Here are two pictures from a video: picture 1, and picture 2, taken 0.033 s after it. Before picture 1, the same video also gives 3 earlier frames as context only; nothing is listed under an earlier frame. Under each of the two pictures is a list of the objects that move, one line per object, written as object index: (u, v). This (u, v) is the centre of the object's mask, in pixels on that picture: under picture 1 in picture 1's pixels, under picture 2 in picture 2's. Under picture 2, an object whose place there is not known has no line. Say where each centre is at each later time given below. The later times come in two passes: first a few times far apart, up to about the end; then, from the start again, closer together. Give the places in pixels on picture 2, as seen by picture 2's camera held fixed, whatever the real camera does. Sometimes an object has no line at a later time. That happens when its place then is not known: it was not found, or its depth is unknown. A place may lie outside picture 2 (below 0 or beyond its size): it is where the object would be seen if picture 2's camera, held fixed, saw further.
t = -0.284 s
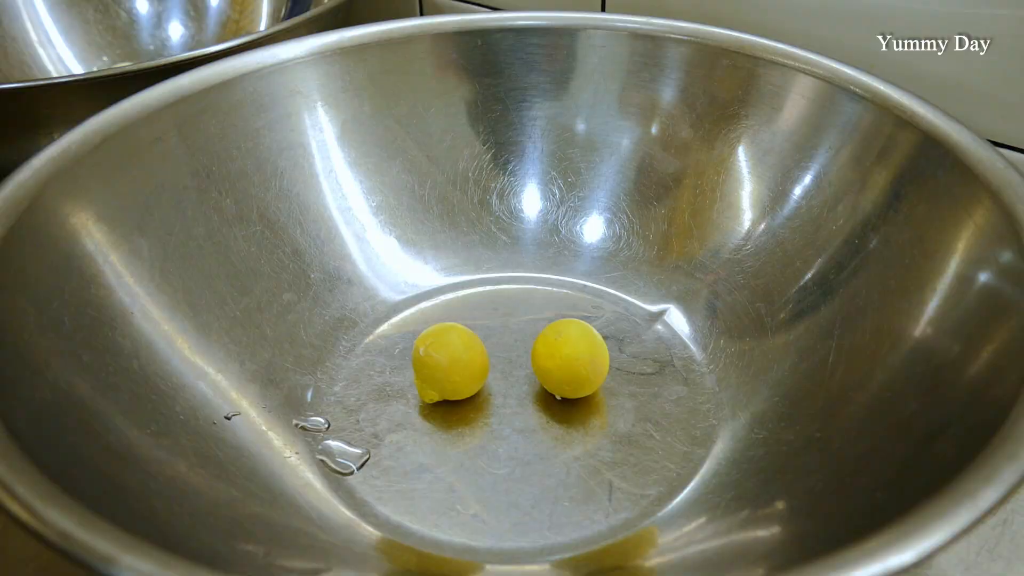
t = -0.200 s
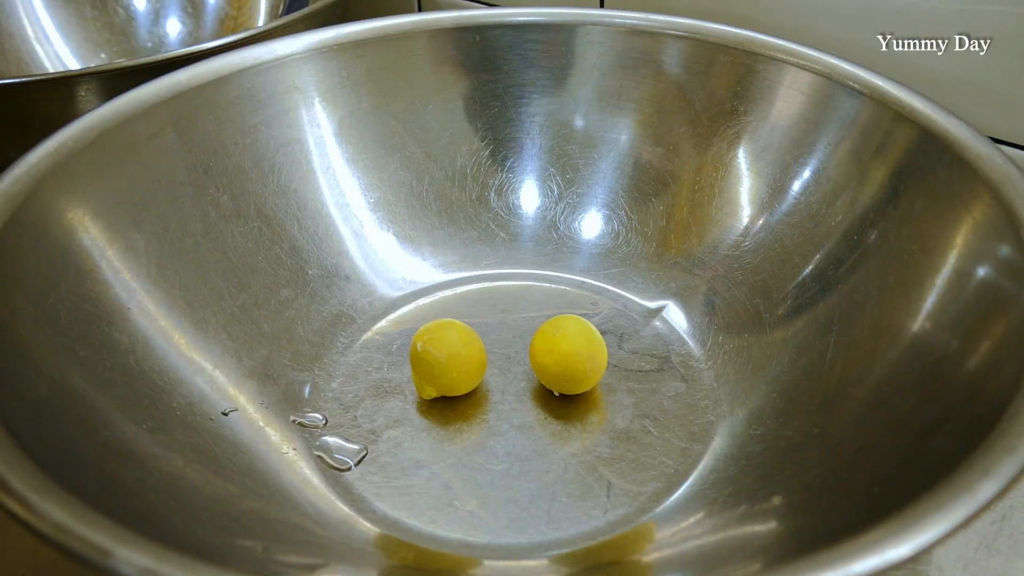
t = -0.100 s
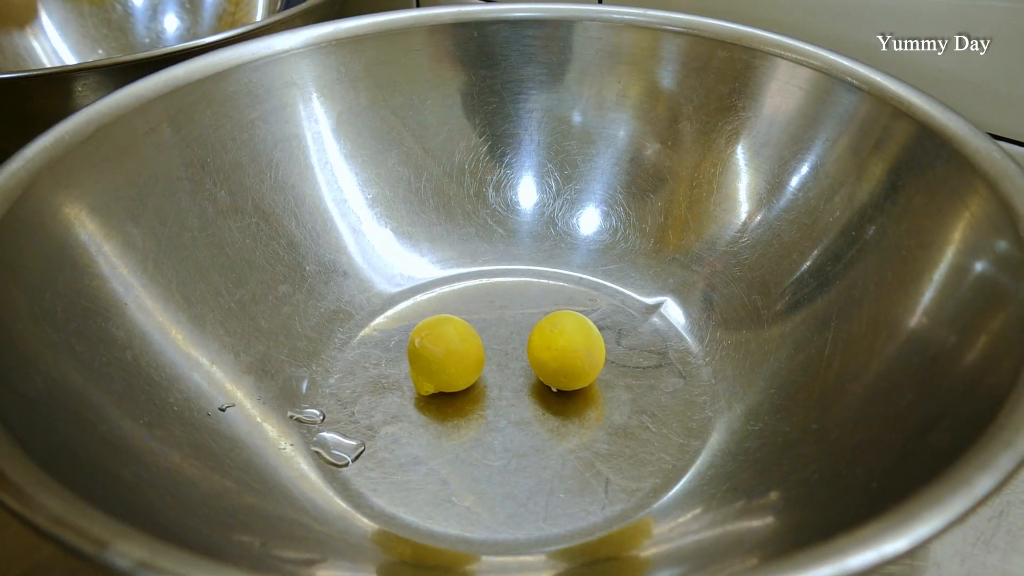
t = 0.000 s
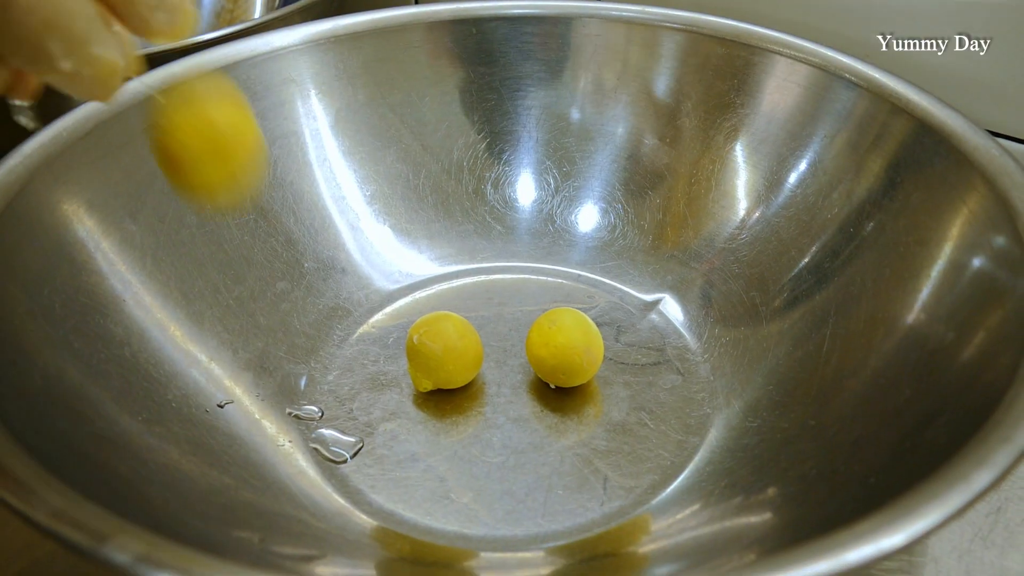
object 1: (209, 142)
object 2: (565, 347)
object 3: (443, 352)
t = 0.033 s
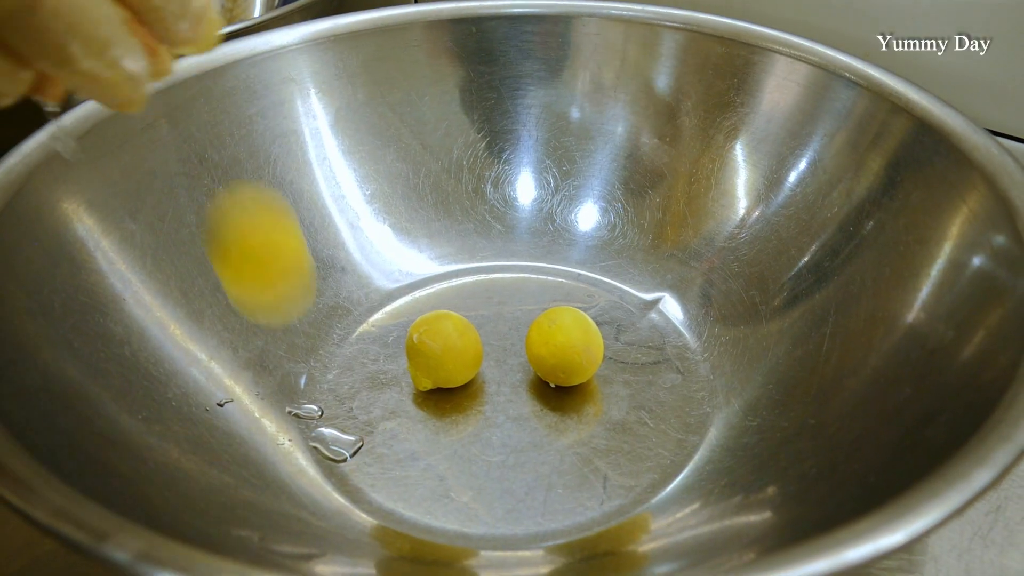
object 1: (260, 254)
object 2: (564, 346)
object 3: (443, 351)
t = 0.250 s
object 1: (518, 347)
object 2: (578, 345)
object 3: (447, 347)
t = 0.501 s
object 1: (479, 521)
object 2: (587, 339)
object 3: (444, 351)
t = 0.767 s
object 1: (452, 404)
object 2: (583, 325)
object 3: (444, 340)
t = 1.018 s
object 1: (432, 402)
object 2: (600, 321)
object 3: (445, 340)
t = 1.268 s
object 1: (432, 399)
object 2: (598, 321)
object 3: (444, 338)
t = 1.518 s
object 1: (432, 399)
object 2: (598, 321)
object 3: (444, 338)
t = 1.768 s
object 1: (432, 399)
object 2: (598, 320)
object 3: (444, 338)
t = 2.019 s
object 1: (432, 399)
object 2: (598, 320)
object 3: (444, 338)
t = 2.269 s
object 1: (432, 399)
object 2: (598, 321)
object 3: (444, 338)
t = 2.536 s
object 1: (432, 399)
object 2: (598, 321)
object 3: (444, 338)
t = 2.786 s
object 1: (432, 399)
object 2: (598, 321)
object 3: (444, 338)
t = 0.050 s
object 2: (564, 346)
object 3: (443, 351)
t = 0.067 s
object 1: (308, 364)
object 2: (564, 346)
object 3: (443, 351)
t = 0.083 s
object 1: (331, 364)
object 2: (564, 346)
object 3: (443, 351)
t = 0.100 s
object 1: (356, 343)
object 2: (565, 346)
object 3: (443, 351)
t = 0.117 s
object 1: (380, 331)
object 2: (565, 346)
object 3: (447, 351)
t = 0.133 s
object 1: (398, 320)
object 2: (564, 346)
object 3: (454, 353)
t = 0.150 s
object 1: (413, 311)
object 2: (564, 347)
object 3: (458, 354)
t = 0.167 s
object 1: (429, 307)
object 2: (564, 347)
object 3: (458, 359)
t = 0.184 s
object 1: (447, 309)
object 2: (564, 346)
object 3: (456, 364)
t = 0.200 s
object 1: (466, 314)
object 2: (565, 346)
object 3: (451, 365)
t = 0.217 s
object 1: (483, 319)
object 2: (565, 346)
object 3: (444, 358)
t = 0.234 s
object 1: (498, 329)
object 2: (569, 347)
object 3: (443, 351)
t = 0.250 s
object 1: (518, 347)
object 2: (578, 345)
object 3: (447, 347)
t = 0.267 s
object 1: (525, 363)
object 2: (581, 342)
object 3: (447, 348)
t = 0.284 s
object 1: (528, 381)
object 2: (579, 339)
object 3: (445, 350)
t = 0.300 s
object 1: (530, 407)
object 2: (578, 343)
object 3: (441, 351)
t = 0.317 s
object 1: (530, 418)
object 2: (578, 345)
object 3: (437, 351)
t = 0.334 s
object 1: (529, 422)
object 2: (580, 345)
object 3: (435, 352)
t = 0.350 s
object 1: (528, 432)
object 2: (583, 344)
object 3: (434, 352)
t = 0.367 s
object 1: (526, 450)
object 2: (585, 344)
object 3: (433, 353)
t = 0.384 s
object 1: (524, 468)
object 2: (587, 344)
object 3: (433, 354)
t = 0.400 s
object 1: (519, 478)
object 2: (588, 344)
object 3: (434, 354)
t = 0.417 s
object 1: (515, 490)
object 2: (589, 343)
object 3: (434, 354)
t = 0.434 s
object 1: (510, 502)
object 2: (589, 343)
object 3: (436, 354)
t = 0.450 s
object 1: (504, 508)
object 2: (589, 342)
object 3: (437, 354)
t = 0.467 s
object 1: (495, 515)
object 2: (588, 341)
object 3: (439, 353)
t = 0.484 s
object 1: (487, 518)
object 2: (587, 340)
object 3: (442, 352)
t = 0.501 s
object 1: (479, 521)
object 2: (587, 339)
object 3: (444, 351)
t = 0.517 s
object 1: (472, 520)
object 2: (586, 339)
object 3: (446, 350)
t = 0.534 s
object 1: (466, 518)
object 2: (585, 338)
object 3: (447, 348)
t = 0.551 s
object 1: (461, 515)
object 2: (584, 337)
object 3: (447, 348)
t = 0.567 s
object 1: (457, 510)
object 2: (583, 336)
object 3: (446, 348)
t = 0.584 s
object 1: (455, 504)
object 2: (582, 335)
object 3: (446, 348)
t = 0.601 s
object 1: (453, 495)
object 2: (581, 334)
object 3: (444, 349)
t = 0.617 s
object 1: (453, 485)
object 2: (580, 332)
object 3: (442, 351)
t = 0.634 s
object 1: (452, 475)
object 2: (580, 331)
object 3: (441, 352)
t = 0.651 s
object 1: (451, 464)
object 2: (579, 330)
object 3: (441, 353)
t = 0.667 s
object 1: (451, 454)
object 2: (579, 329)
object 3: (441, 353)
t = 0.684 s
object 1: (451, 444)
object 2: (579, 328)
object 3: (441, 353)
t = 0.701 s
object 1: (452, 435)
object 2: (580, 327)
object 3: (441, 352)
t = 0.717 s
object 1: (452, 427)
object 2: (581, 326)
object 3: (442, 349)
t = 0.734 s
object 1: (453, 419)
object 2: (581, 326)
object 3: (443, 346)
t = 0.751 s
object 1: (453, 412)
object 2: (582, 325)
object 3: (444, 343)
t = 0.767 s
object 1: (452, 404)
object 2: (583, 325)
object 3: (444, 340)
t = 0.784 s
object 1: (452, 397)
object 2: (584, 324)
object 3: (444, 337)
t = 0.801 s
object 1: (452, 396)
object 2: (585, 324)
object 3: (444, 336)
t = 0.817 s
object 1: (451, 399)
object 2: (587, 323)
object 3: (443, 336)
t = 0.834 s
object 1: (449, 399)
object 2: (589, 323)
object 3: (442, 335)
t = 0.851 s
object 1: (448, 401)
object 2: (590, 323)
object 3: (441, 335)
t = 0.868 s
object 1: (445, 402)
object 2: (592, 322)
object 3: (441, 335)
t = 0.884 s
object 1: (443, 403)
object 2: (593, 322)
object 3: (440, 336)
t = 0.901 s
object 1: (441, 403)
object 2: (594, 322)
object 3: (440, 336)
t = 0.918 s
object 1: (439, 403)
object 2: (596, 322)
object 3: (440, 337)
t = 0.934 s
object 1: (437, 403)
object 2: (597, 322)
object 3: (441, 337)
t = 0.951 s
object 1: (436, 403)
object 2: (598, 322)
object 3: (442, 338)
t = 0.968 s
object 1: (434, 403)
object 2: (599, 321)
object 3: (443, 339)
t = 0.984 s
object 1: (433, 403)
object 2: (600, 321)
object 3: (444, 340)
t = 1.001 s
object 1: (432, 402)
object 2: (600, 321)
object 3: (445, 340)
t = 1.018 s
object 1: (432, 402)
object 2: (600, 321)
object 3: (445, 340)
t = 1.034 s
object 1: (431, 401)
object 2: (600, 320)
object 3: (445, 340)
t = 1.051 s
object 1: (431, 401)
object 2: (600, 320)
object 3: (444, 339)
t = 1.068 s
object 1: (430, 401)
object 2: (599, 320)
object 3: (443, 338)
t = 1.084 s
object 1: (430, 400)
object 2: (599, 320)
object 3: (443, 338)
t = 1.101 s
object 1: (430, 400)
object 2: (599, 320)
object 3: (443, 337)
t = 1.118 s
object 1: (430, 400)
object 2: (599, 320)
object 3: (443, 337)
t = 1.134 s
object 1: (430, 399)
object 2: (599, 320)
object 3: (444, 338)
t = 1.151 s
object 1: (431, 399)
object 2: (598, 320)
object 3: (445, 338)
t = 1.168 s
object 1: (431, 399)
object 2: (598, 320)
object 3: (445, 338)
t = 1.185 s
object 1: (431, 399)
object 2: (598, 320)
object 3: (445, 338)
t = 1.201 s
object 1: (431, 399)
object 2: (598, 320)
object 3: (445, 338)
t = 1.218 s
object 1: (432, 399)
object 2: (598, 320)
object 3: (444, 338)
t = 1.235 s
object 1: (432, 399)
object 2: (598, 320)
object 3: (444, 338)
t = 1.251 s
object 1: (432, 399)
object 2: (598, 321)
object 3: (444, 338)
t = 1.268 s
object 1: (432, 399)
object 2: (598, 321)
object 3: (444, 338)
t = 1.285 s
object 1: (432, 399)
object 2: (598, 321)
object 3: (444, 338)
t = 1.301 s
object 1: (432, 399)
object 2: (598, 321)
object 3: (444, 338)
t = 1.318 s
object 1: (432, 399)
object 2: (598, 321)
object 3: (444, 338)
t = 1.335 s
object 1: (432, 399)
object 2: (598, 321)
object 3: (444, 338)
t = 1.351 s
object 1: (432, 399)
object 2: (598, 321)
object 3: (444, 338)
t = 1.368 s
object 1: (432, 399)
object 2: (598, 320)
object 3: (444, 338)
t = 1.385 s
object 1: (432, 399)
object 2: (598, 320)
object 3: (444, 338)
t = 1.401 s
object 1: (432, 399)
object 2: (598, 320)
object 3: (444, 338)
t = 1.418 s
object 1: (432, 399)
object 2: (598, 320)
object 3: (444, 338)
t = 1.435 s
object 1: (432, 399)
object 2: (598, 320)
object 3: (444, 338)
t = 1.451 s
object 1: (432, 399)
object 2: (598, 320)
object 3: (444, 338)
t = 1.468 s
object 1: (432, 399)
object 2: (598, 320)
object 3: (444, 338)
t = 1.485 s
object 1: (432, 399)
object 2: (598, 320)
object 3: (444, 338)
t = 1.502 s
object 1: (432, 399)
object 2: (598, 320)
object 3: (444, 338)
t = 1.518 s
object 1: (432, 399)
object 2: (598, 321)
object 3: (444, 338)
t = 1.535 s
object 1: (432, 399)
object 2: (598, 321)
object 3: (444, 338)
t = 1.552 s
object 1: (432, 399)
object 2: (598, 321)
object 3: (444, 338)
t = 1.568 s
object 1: (432, 399)
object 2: (598, 321)
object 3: (444, 338)
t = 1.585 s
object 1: (432, 399)
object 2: (598, 320)
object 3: (444, 338)
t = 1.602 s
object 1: (432, 399)
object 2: (598, 320)
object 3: (444, 338)
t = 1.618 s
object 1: (432, 399)
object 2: (598, 320)
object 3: (444, 338)
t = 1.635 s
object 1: (432, 399)
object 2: (598, 320)
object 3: (444, 338)
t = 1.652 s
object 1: (432, 399)
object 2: (598, 320)
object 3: (444, 338)
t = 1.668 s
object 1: (432, 399)
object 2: (598, 320)
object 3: (444, 338)
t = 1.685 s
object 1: (432, 399)
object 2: (598, 320)
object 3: (444, 338)
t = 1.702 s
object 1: (432, 399)
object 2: (598, 320)
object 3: (444, 338)
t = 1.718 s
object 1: (432, 399)
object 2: (598, 320)
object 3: (444, 338)
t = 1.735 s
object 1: (432, 399)
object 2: (598, 320)
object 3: (444, 338)
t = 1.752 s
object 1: (432, 399)
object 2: (598, 320)
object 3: (444, 338)
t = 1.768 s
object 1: (432, 399)
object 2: (598, 320)
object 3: (444, 338)
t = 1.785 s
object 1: (432, 399)
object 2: (598, 320)
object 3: (444, 338)
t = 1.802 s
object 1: (432, 399)
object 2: (598, 321)
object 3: (444, 338)
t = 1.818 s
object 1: (432, 399)
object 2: (598, 320)
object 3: (444, 338)
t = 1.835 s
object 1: (432, 399)
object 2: (598, 320)
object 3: (444, 338)
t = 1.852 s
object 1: (432, 399)
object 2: (598, 320)
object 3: (444, 338)
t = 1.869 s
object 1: (432, 399)
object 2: (598, 321)
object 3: (444, 338)
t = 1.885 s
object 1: (432, 399)
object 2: (598, 320)
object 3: (444, 338)
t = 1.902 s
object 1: (432, 399)
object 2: (598, 320)
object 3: (444, 338)
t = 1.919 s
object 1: (432, 399)
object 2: (598, 320)
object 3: (444, 338)
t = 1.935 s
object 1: (432, 399)
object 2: (598, 320)
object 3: (444, 338)
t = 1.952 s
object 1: (432, 399)
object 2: (598, 320)
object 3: (444, 338)
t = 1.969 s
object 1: (432, 399)
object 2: (598, 320)
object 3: (444, 338)
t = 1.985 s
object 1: (432, 399)
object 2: (598, 320)
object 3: (444, 338)
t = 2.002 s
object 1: (432, 399)
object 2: (598, 320)
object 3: (444, 338)
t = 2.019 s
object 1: (432, 399)
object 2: (598, 320)
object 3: (444, 338)
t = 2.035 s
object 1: (432, 399)
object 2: (598, 320)
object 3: (444, 338)
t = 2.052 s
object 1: (432, 399)
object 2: (598, 320)
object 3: (444, 338)
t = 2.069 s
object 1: (432, 399)
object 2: (598, 320)
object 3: (444, 338)
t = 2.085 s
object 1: (432, 399)
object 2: (598, 320)
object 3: (444, 338)
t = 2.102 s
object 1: (432, 399)
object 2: (598, 320)
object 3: (444, 338)
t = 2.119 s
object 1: (433, 399)
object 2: (598, 321)
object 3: (444, 338)
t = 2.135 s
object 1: (432, 399)
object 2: (598, 320)
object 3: (444, 338)
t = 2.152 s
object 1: (432, 399)
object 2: (598, 320)
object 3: (444, 338)
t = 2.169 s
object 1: (432, 399)
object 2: (598, 321)
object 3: (444, 338)
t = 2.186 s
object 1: (433, 399)
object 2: (598, 321)
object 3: (444, 338)
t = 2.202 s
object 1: (432, 399)
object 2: (598, 321)
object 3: (444, 338)
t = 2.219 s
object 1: (433, 399)
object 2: (598, 321)
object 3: (444, 338)
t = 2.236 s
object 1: (433, 399)
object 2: (598, 321)
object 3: (444, 338)
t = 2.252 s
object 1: (433, 399)
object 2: (598, 321)
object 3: (444, 338)
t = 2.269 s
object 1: (432, 399)
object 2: (598, 321)
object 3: (444, 338)
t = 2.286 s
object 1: (433, 399)
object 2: (598, 321)
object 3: (444, 338)
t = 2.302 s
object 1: (433, 399)
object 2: (598, 321)
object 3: (444, 338)
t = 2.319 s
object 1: (433, 399)
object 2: (598, 321)
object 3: (444, 338)
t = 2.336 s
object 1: (433, 399)
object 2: (598, 321)
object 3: (444, 338)
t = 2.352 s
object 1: (432, 399)
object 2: (598, 321)
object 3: (444, 338)
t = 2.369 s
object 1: (432, 399)
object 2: (598, 321)
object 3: (444, 338)
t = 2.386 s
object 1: (433, 399)
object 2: (598, 321)
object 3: (444, 338)
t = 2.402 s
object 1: (432, 399)
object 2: (598, 321)
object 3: (444, 338)
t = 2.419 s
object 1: (432, 399)
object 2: (598, 320)
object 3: (444, 338)
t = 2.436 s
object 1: (432, 399)
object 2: (598, 321)
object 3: (444, 338)
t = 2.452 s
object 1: (432, 399)
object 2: (598, 321)
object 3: (444, 338)
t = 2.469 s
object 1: (432, 399)
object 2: (598, 321)
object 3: (444, 338)
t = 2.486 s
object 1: (432, 399)
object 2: (598, 321)
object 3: (444, 338)
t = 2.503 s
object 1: (432, 399)
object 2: (598, 321)
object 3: (444, 338)
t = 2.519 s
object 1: (432, 399)
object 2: (598, 321)
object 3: (444, 338)
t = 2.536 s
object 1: (432, 399)
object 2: (598, 321)
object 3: (444, 338)
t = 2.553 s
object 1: (432, 399)
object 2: (598, 321)
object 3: (444, 338)
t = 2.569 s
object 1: (432, 399)
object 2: (598, 321)
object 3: (444, 338)
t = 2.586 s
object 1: (432, 399)
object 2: (598, 321)
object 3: (444, 338)
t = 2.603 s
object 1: (433, 399)
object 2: (598, 321)
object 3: (444, 338)
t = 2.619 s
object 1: (432, 399)
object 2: (598, 321)
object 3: (444, 338)
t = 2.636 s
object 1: (432, 399)
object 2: (598, 321)
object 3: (444, 338)
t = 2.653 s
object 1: (432, 399)
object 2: (598, 320)
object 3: (444, 338)
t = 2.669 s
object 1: (432, 399)
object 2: (598, 321)
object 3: (444, 338)
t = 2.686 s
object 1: (432, 399)
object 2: (598, 321)
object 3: (444, 338)
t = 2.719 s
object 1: (433, 399)
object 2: (598, 321)
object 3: (444, 338)
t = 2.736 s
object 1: (432, 399)
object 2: (598, 321)
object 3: (444, 338)
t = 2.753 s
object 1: (432, 399)
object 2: (598, 321)
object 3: (444, 338)
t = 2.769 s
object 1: (433, 399)
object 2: (598, 321)
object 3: (444, 338)
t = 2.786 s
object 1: (432, 399)
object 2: (598, 321)
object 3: (444, 338)
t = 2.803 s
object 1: (432, 399)
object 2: (598, 321)
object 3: (444, 338)
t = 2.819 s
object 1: (432, 399)
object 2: (598, 321)
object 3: (444, 338)
